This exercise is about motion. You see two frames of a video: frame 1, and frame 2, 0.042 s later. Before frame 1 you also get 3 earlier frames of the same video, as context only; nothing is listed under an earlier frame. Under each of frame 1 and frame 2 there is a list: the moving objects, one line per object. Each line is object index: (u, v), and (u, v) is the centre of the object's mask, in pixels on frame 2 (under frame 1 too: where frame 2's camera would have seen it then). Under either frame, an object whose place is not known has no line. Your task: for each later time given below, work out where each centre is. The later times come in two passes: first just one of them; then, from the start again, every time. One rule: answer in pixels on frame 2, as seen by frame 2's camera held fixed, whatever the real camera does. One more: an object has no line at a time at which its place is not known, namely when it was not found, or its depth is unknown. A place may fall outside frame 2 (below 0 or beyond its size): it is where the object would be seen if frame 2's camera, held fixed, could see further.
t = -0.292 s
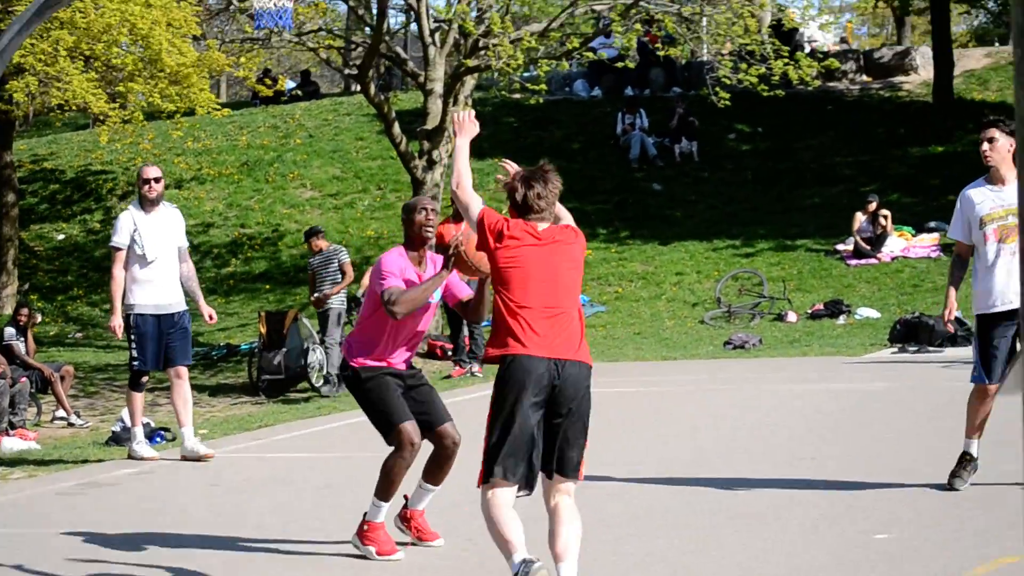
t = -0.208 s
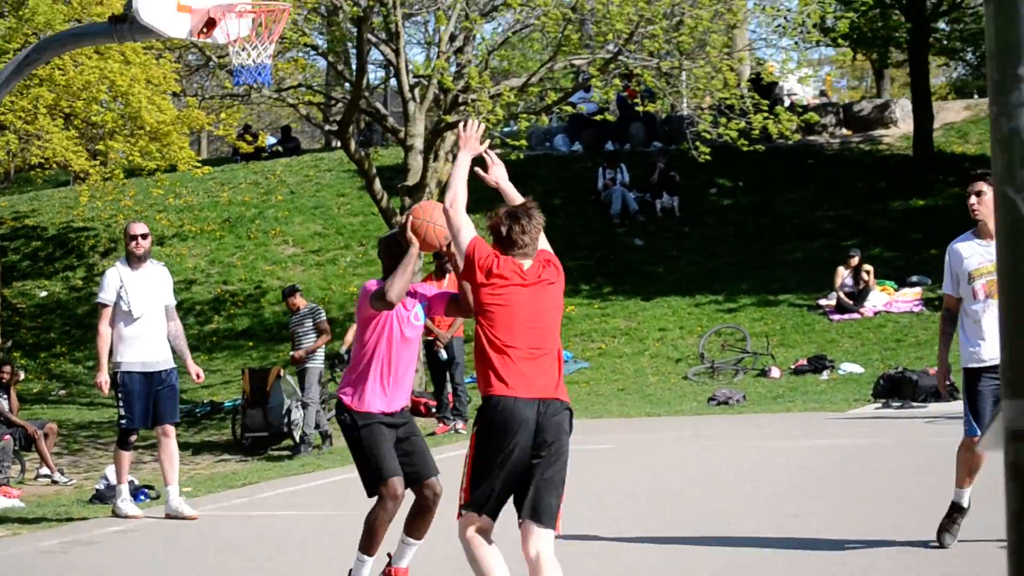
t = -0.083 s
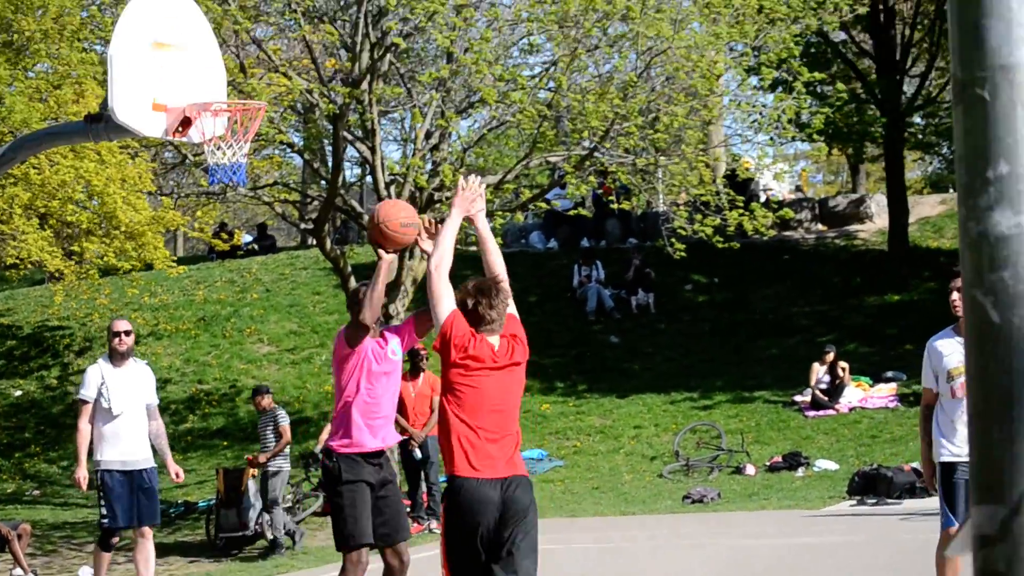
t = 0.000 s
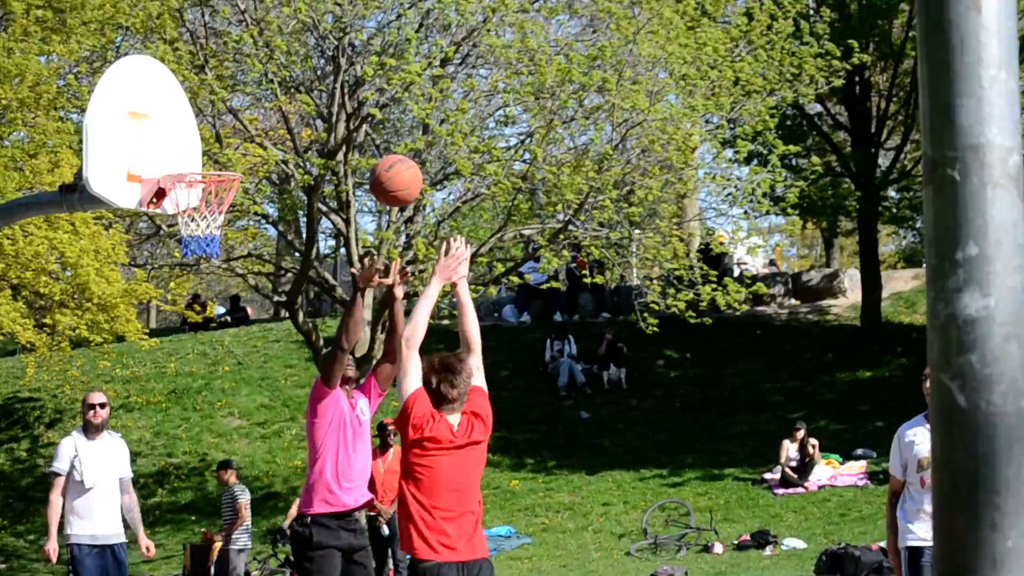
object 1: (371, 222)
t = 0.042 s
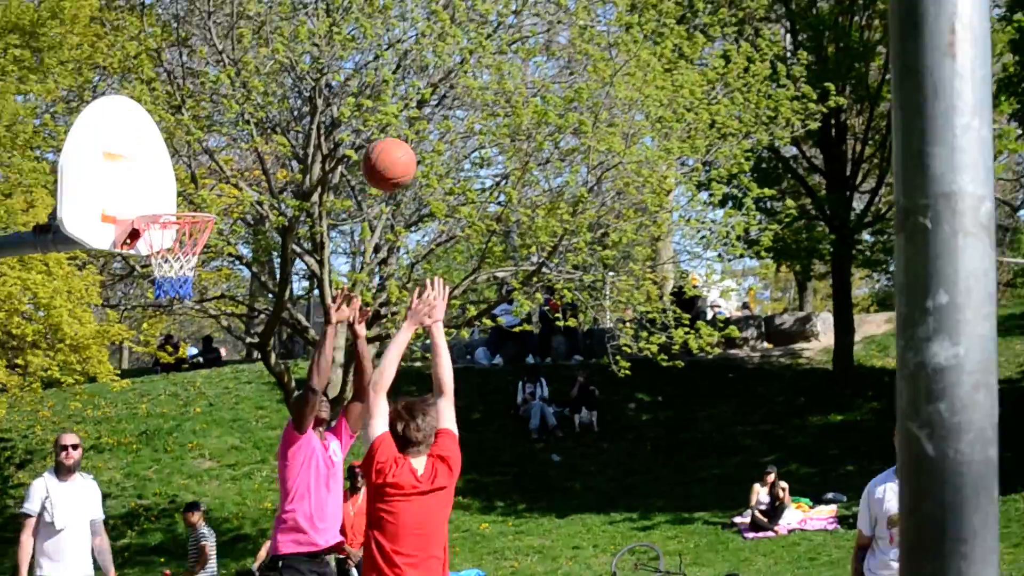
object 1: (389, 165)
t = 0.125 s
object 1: (427, 52)
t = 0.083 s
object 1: (408, 107)
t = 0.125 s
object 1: (427, 52)
